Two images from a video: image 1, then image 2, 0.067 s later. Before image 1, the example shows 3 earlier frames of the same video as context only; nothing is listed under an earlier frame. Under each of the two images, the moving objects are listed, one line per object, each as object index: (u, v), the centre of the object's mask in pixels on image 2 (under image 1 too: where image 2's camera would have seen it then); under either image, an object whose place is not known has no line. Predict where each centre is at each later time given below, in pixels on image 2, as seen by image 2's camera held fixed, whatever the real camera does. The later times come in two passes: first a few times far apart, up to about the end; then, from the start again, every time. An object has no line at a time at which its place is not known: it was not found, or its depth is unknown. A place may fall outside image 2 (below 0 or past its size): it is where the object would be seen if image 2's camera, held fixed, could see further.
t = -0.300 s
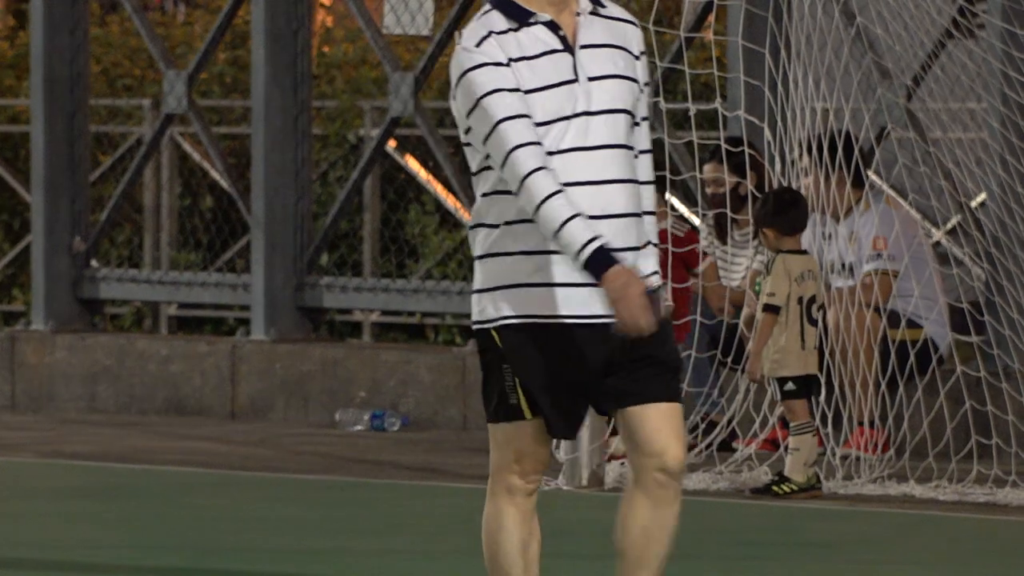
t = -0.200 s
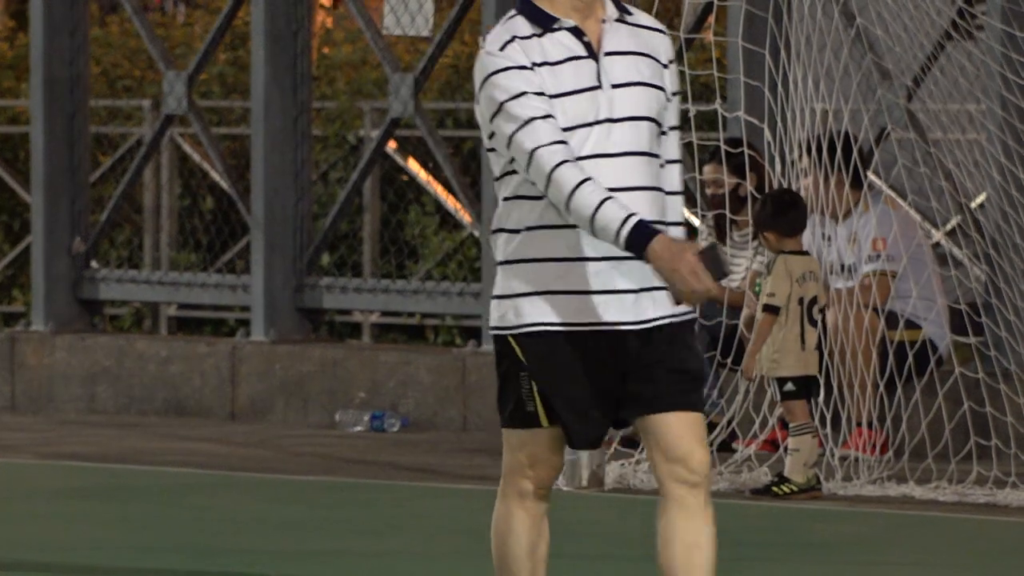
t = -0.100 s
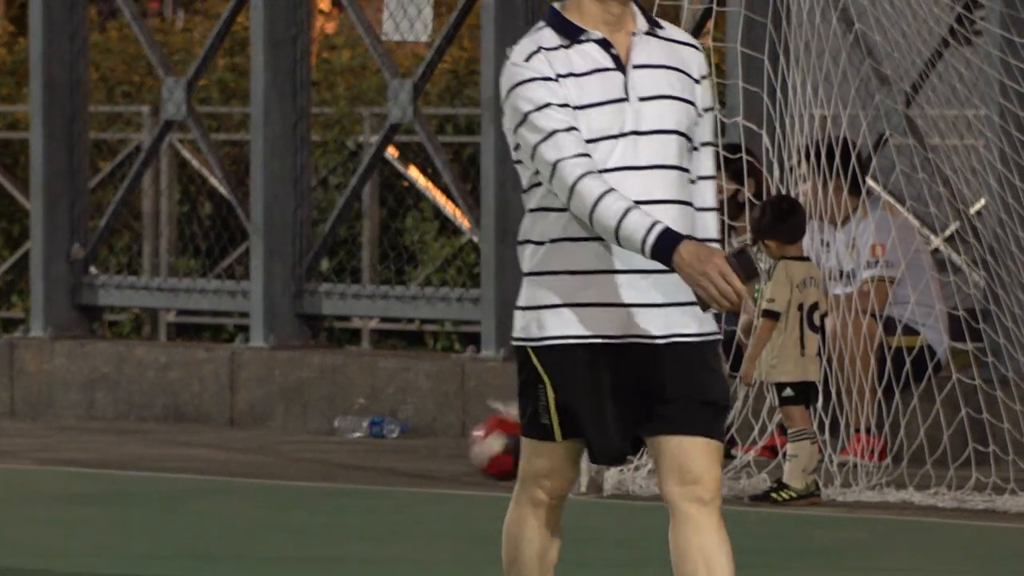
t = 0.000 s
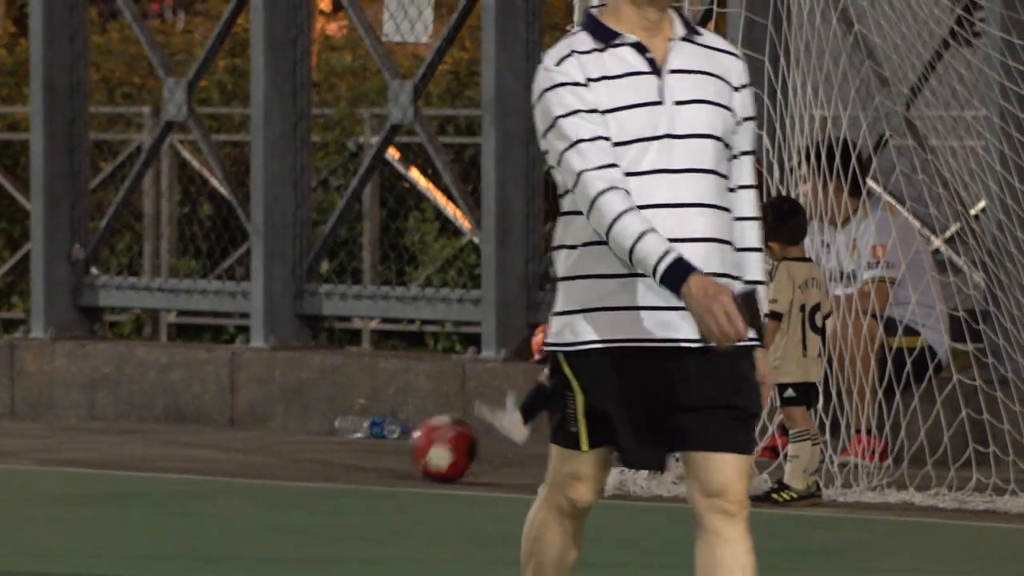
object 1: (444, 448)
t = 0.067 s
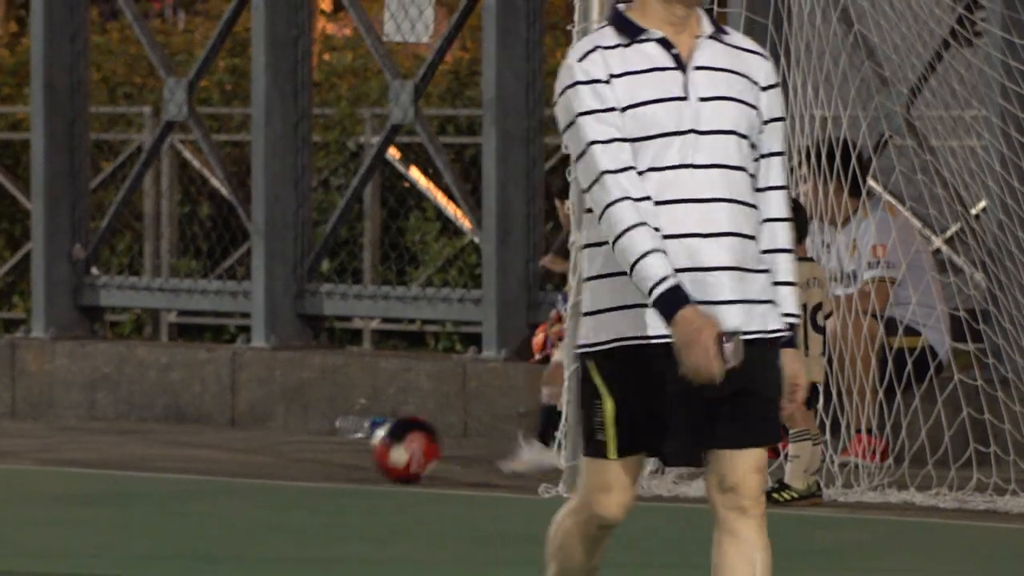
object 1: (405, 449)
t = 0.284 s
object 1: (283, 450)
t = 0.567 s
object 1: (127, 455)
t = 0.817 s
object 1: (3, 460)
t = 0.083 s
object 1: (396, 450)
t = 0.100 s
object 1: (386, 449)
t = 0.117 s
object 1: (377, 449)
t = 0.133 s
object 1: (367, 447)
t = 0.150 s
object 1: (358, 449)
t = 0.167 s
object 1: (348, 452)
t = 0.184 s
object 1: (339, 451)
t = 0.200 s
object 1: (329, 450)
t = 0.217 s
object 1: (319, 451)
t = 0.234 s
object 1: (310, 452)
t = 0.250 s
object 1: (301, 451)
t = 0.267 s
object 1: (292, 450)
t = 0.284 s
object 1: (283, 450)
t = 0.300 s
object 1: (274, 450)
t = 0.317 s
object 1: (265, 451)
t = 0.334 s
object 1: (256, 452)
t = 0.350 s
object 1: (246, 454)
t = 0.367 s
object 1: (237, 453)
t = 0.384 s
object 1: (228, 451)
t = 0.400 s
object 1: (218, 451)
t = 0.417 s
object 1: (209, 452)
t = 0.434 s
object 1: (200, 455)
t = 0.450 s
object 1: (191, 454)
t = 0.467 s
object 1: (182, 454)
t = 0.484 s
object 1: (173, 453)
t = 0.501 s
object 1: (164, 455)
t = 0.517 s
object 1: (154, 457)
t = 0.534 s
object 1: (145, 456)
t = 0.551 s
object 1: (137, 455)
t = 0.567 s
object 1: (127, 455)
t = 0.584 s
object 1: (120, 456)
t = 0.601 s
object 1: (110, 457)
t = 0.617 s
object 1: (100, 457)
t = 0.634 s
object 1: (92, 457)
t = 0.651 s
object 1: (83, 457)
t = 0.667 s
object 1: (74, 458)
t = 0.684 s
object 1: (65, 458)
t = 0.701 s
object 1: (56, 457)
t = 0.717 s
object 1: (47, 456)
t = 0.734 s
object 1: (38, 457)
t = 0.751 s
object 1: (29, 460)
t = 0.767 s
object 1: (21, 460)
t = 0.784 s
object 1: (14, 460)
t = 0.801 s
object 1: (7, 461)
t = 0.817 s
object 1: (3, 460)
